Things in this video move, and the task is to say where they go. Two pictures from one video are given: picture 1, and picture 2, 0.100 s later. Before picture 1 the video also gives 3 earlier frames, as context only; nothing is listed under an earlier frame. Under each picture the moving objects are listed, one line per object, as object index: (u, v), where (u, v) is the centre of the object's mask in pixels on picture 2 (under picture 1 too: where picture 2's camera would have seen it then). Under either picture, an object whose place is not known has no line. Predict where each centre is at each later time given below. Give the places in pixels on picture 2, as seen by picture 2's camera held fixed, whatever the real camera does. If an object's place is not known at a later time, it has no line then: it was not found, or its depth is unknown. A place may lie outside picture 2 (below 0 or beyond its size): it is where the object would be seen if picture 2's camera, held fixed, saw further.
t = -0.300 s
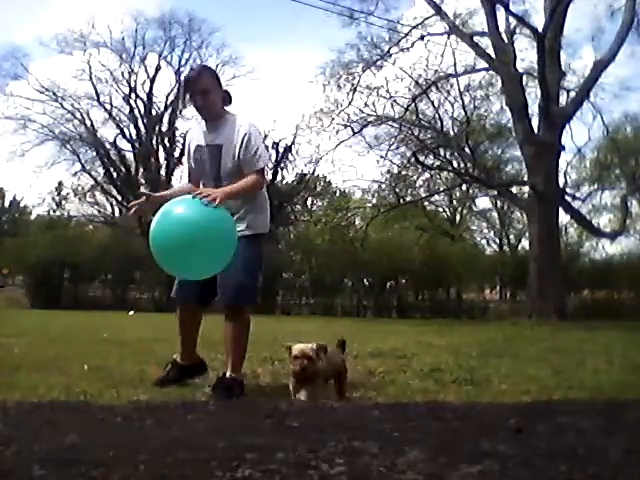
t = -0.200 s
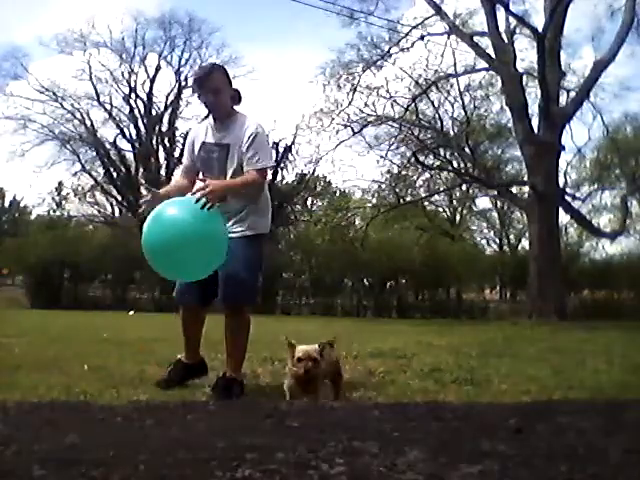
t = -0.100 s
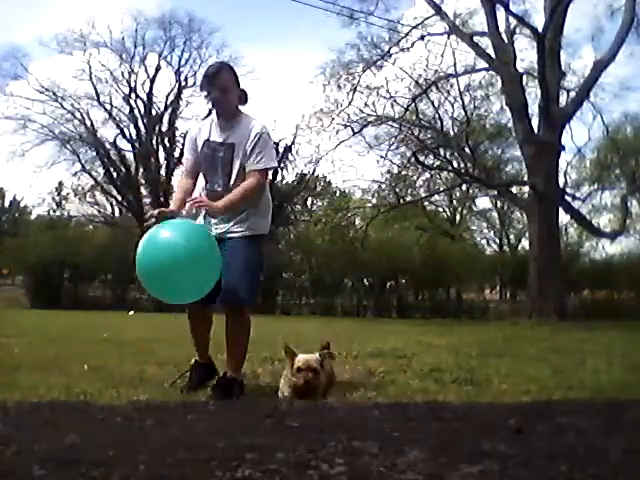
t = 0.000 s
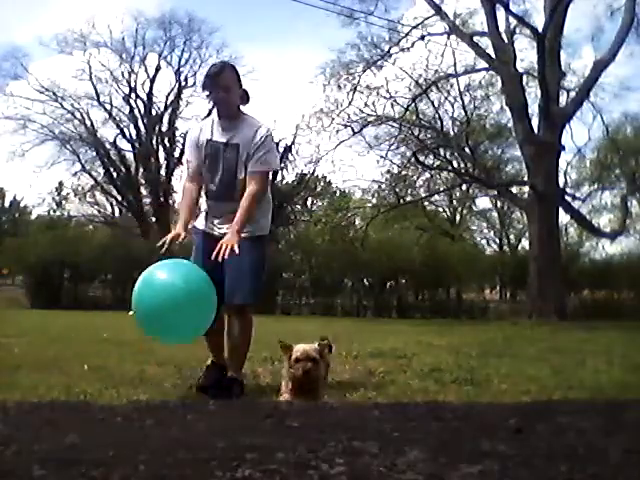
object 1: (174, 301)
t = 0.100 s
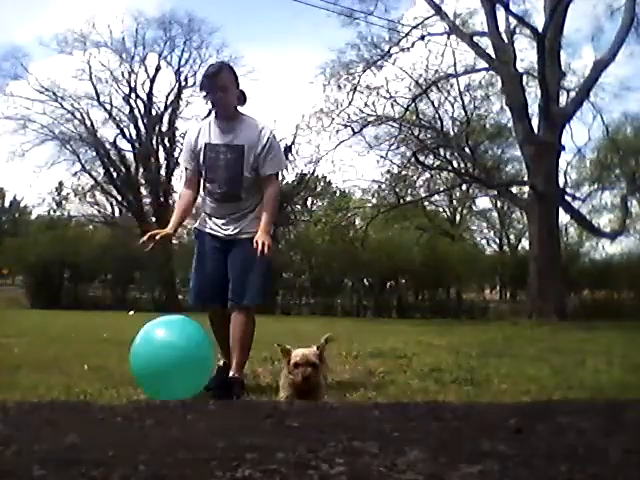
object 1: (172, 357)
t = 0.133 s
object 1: (173, 360)
